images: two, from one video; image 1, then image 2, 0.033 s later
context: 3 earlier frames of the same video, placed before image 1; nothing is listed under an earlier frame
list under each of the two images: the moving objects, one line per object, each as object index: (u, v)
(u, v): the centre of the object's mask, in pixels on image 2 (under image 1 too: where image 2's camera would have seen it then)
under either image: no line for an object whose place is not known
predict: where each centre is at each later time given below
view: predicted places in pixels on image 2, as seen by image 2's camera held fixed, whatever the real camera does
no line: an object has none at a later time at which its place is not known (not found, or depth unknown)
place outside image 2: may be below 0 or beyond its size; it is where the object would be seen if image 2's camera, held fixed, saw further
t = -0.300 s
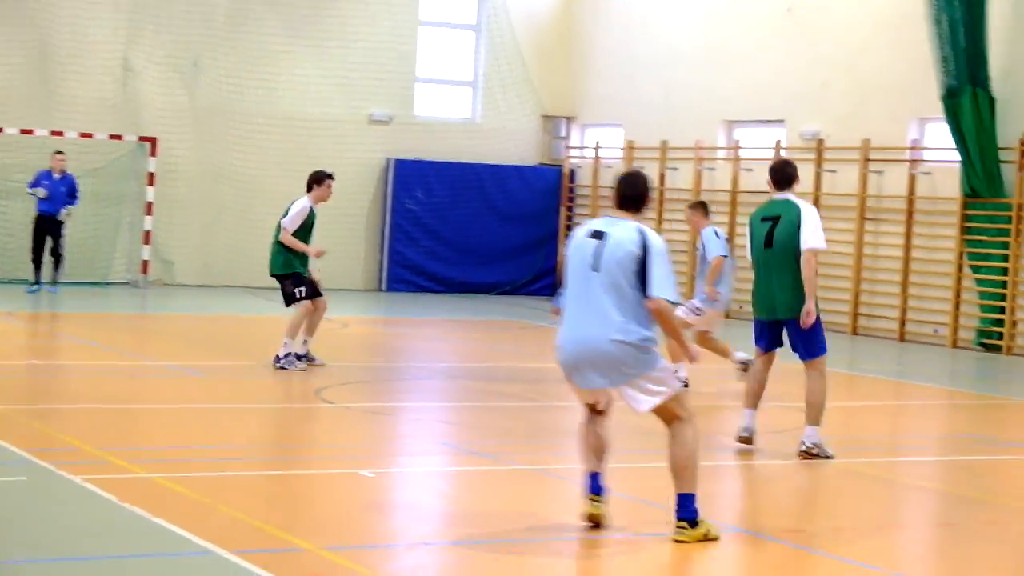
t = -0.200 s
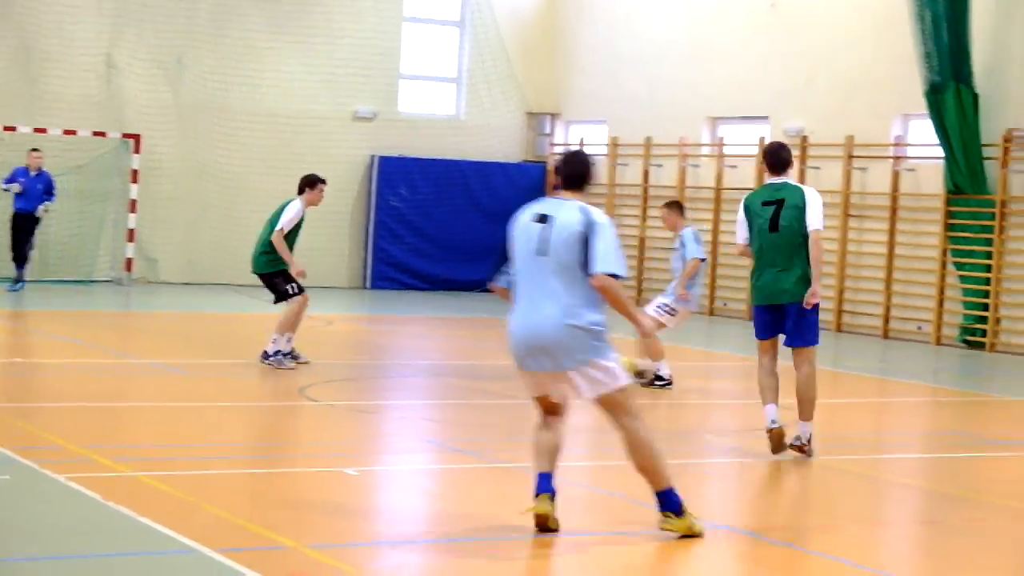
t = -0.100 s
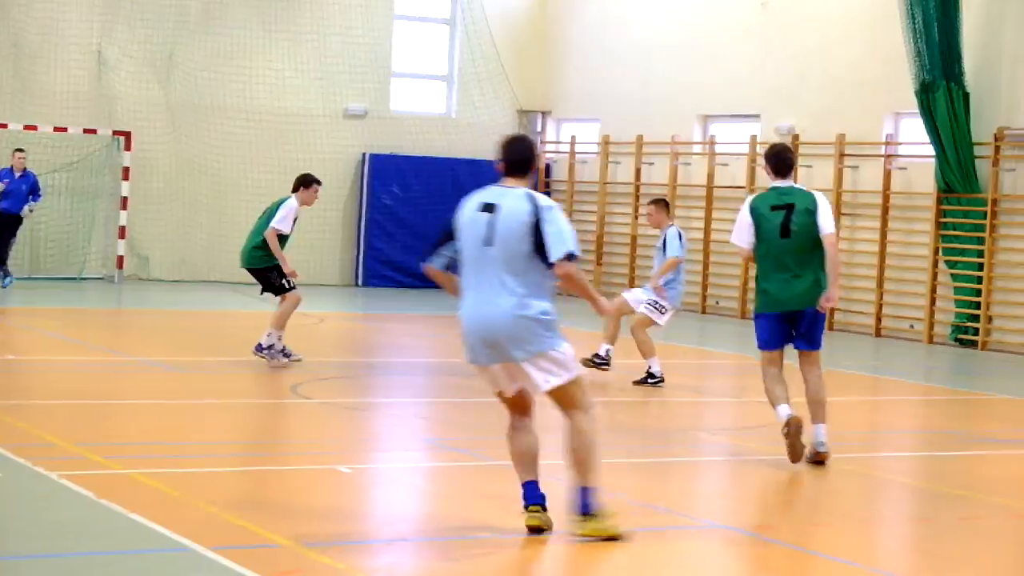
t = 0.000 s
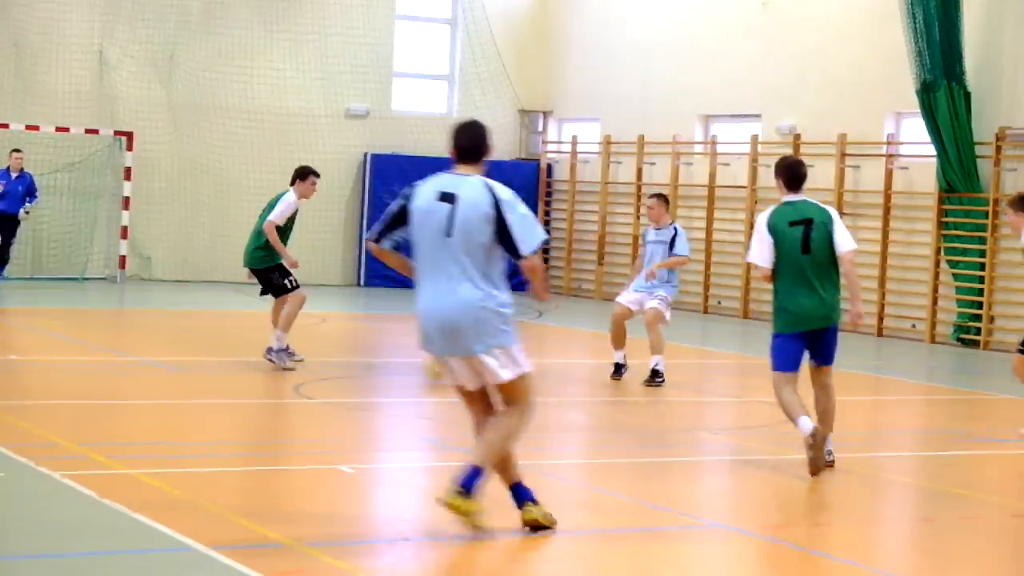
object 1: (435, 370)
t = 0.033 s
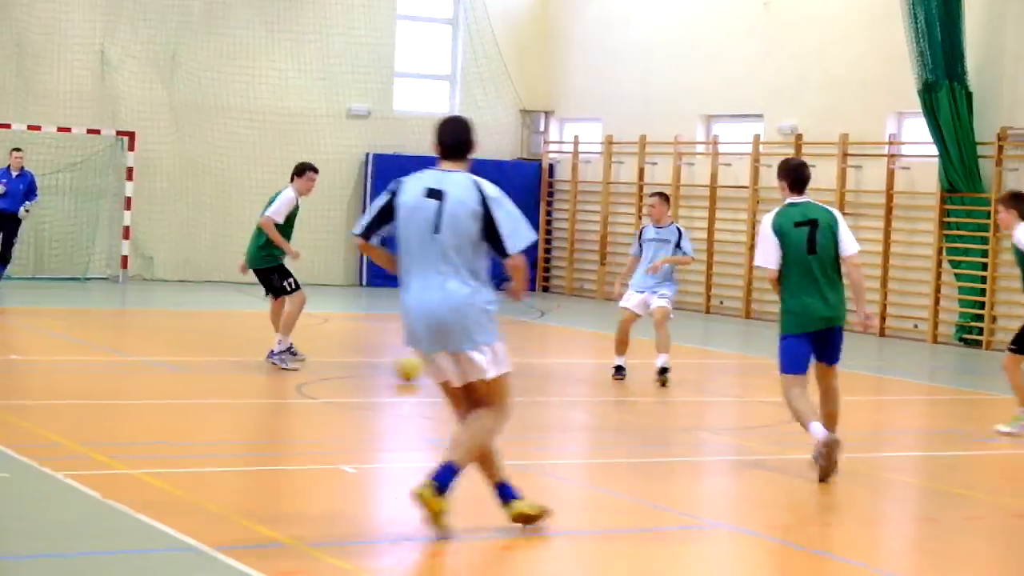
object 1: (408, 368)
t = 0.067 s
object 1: (379, 367)
